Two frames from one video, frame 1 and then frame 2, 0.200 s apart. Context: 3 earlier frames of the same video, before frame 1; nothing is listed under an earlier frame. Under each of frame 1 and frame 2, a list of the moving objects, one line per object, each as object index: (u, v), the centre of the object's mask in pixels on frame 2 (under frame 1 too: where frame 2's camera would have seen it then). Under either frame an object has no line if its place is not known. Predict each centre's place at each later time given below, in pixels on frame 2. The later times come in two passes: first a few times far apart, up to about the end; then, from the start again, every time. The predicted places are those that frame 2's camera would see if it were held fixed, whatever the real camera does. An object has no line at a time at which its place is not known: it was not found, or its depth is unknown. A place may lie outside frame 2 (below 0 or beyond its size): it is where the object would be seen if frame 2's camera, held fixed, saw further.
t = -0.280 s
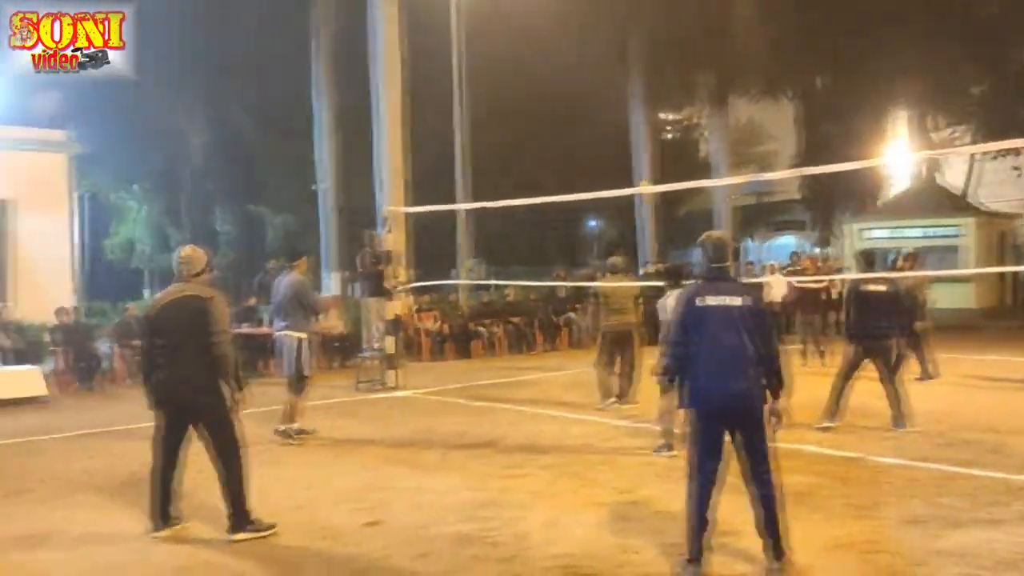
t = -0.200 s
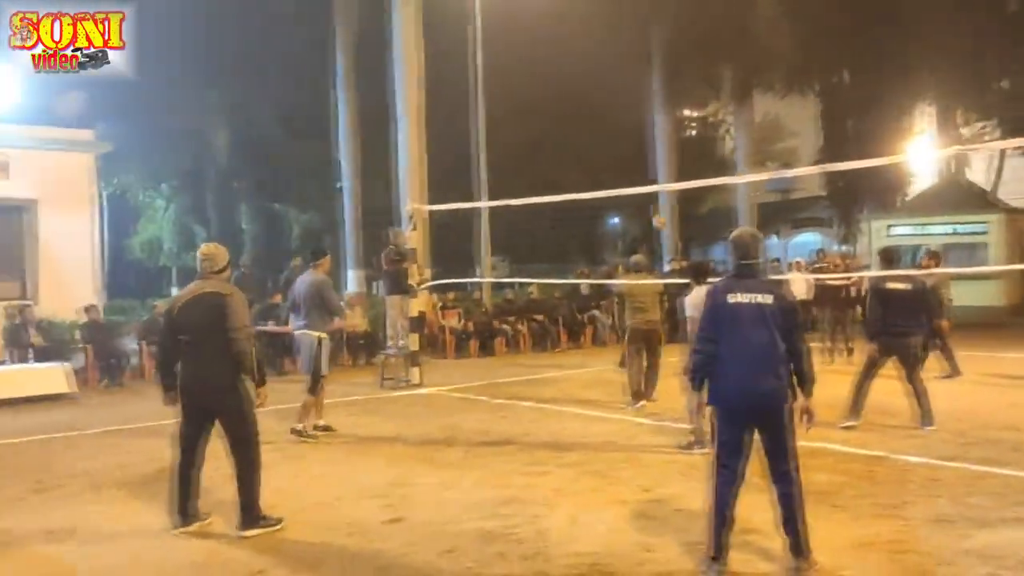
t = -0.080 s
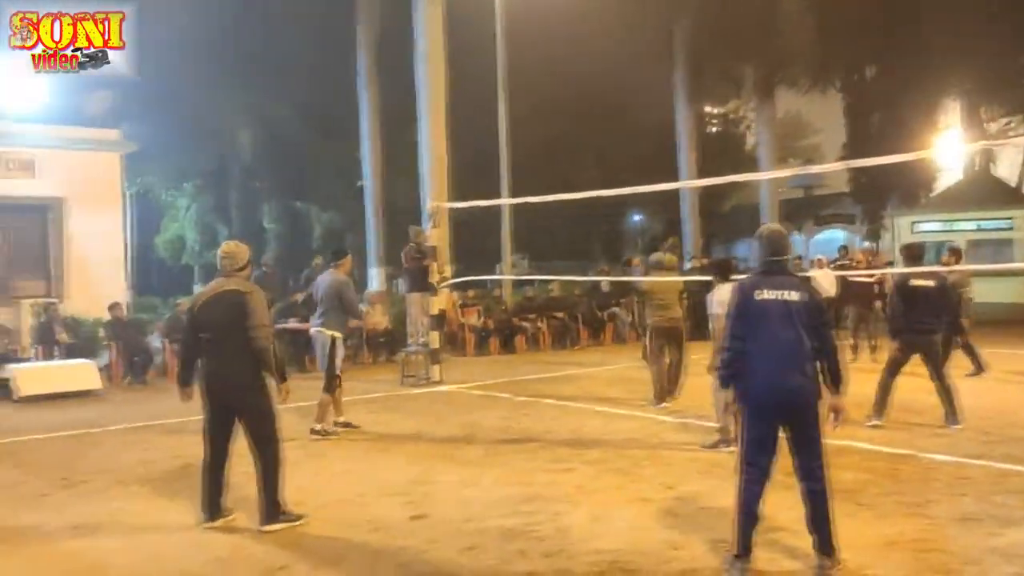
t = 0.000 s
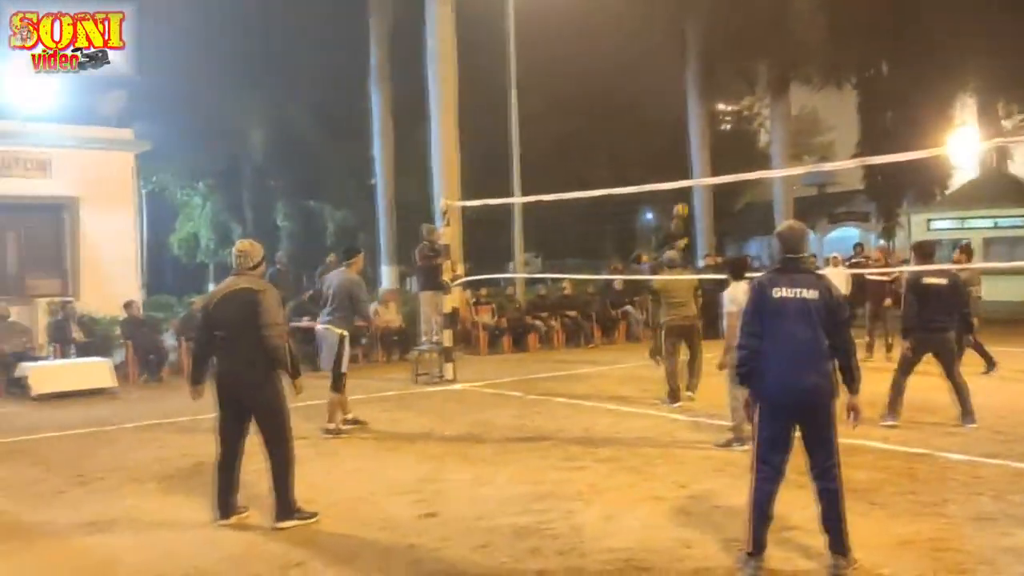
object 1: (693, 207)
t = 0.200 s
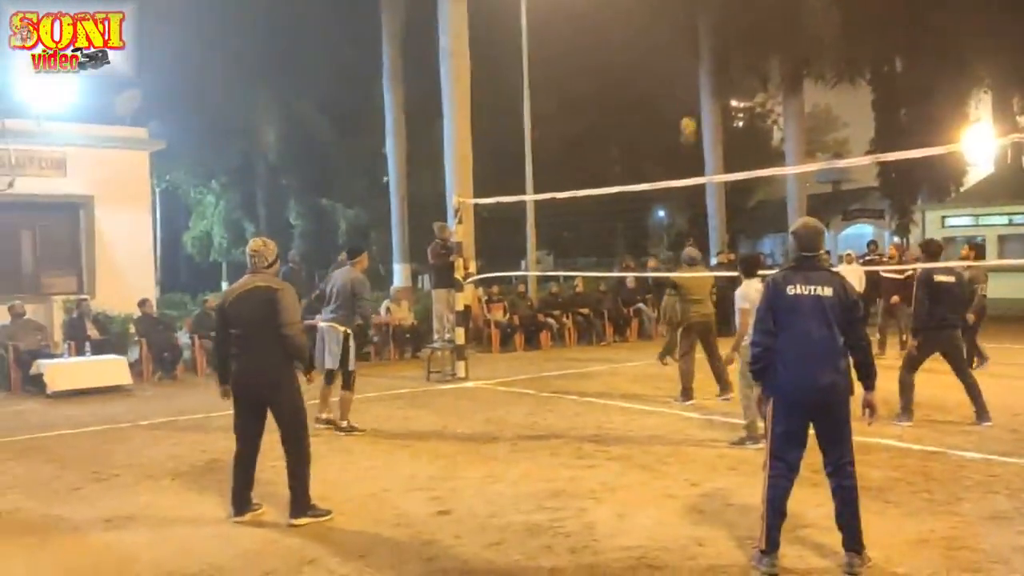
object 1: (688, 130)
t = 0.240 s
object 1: (687, 113)
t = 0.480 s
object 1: (683, 49)
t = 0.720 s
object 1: (678, 23)
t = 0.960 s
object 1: (672, 44)
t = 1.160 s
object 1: (668, 107)
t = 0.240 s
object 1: (687, 113)
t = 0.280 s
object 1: (687, 102)
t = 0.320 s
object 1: (686, 87)
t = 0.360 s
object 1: (685, 77)
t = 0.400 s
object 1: (685, 67)
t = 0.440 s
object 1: (684, 57)
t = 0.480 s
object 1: (683, 49)
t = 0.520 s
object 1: (682, 42)
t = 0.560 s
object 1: (681, 35)
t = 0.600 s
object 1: (680, 31)
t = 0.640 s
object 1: (679, 26)
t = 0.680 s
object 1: (679, 24)
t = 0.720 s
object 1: (678, 23)
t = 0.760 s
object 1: (676, 23)
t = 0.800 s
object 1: (676, 25)
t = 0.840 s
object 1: (675, 27)
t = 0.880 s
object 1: (674, 32)
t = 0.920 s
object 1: (674, 36)
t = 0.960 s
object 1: (672, 44)
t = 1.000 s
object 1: (672, 53)
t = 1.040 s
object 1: (671, 65)
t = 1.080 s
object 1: (670, 77)
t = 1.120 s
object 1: (669, 89)
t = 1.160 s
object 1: (668, 107)
